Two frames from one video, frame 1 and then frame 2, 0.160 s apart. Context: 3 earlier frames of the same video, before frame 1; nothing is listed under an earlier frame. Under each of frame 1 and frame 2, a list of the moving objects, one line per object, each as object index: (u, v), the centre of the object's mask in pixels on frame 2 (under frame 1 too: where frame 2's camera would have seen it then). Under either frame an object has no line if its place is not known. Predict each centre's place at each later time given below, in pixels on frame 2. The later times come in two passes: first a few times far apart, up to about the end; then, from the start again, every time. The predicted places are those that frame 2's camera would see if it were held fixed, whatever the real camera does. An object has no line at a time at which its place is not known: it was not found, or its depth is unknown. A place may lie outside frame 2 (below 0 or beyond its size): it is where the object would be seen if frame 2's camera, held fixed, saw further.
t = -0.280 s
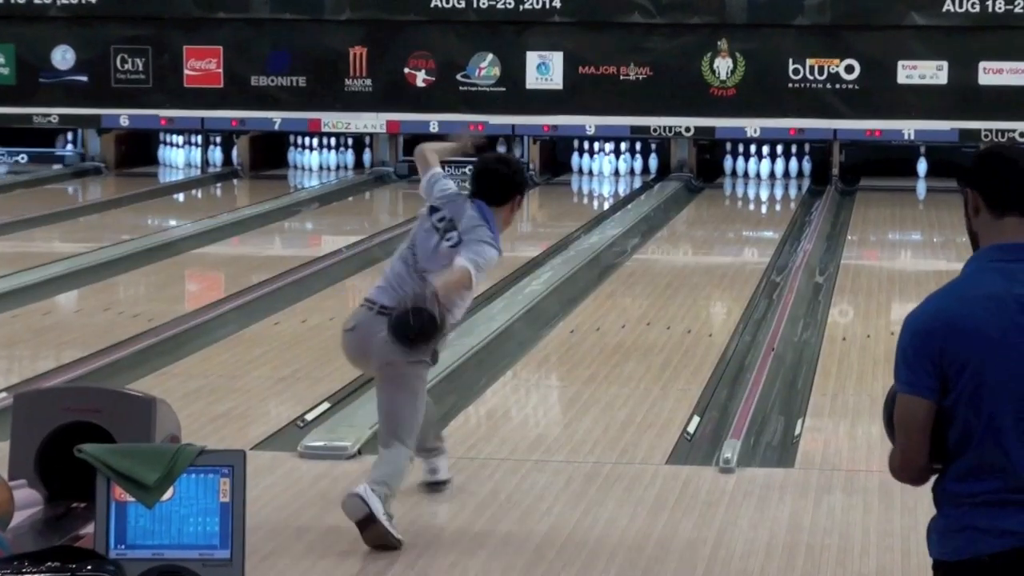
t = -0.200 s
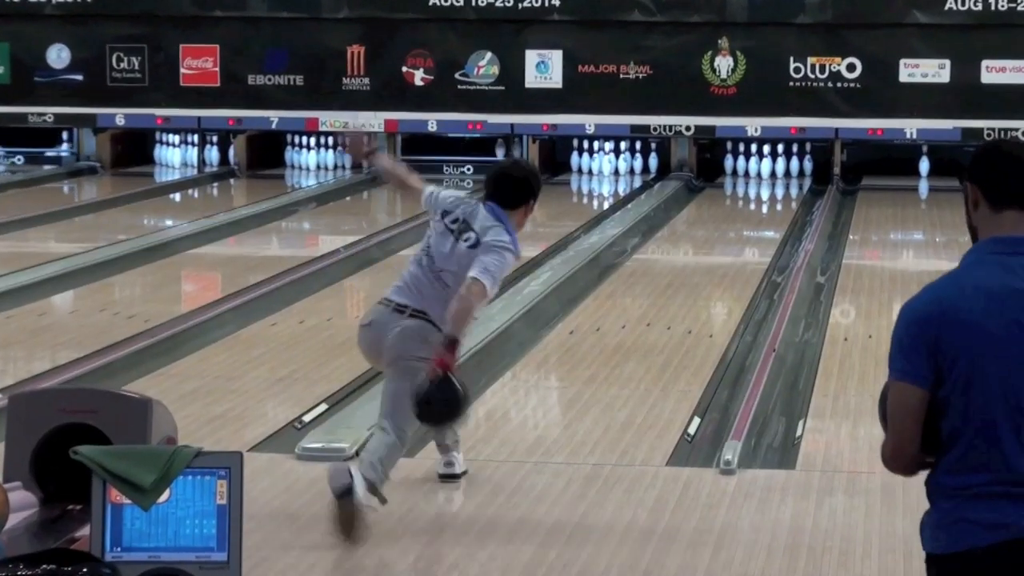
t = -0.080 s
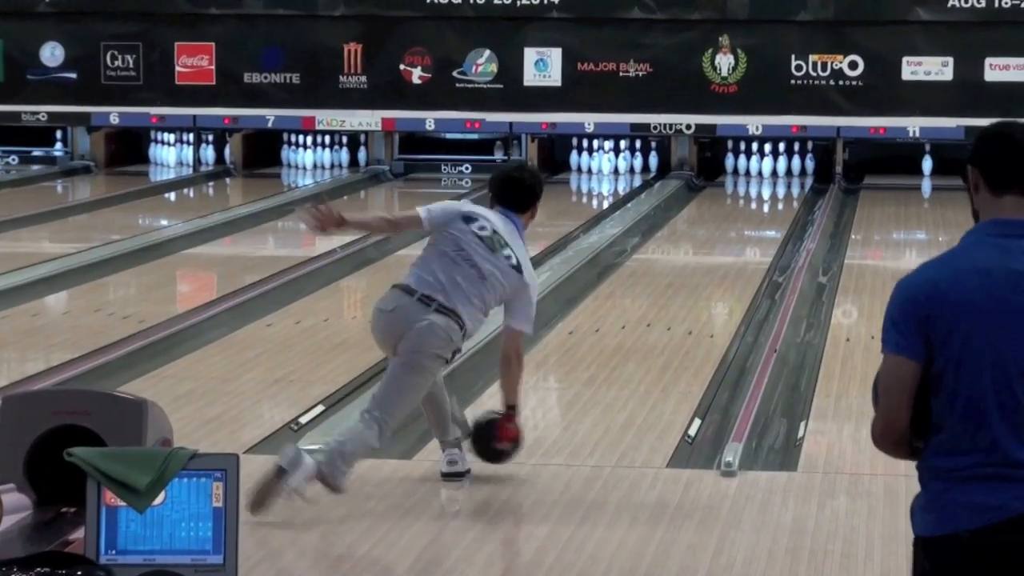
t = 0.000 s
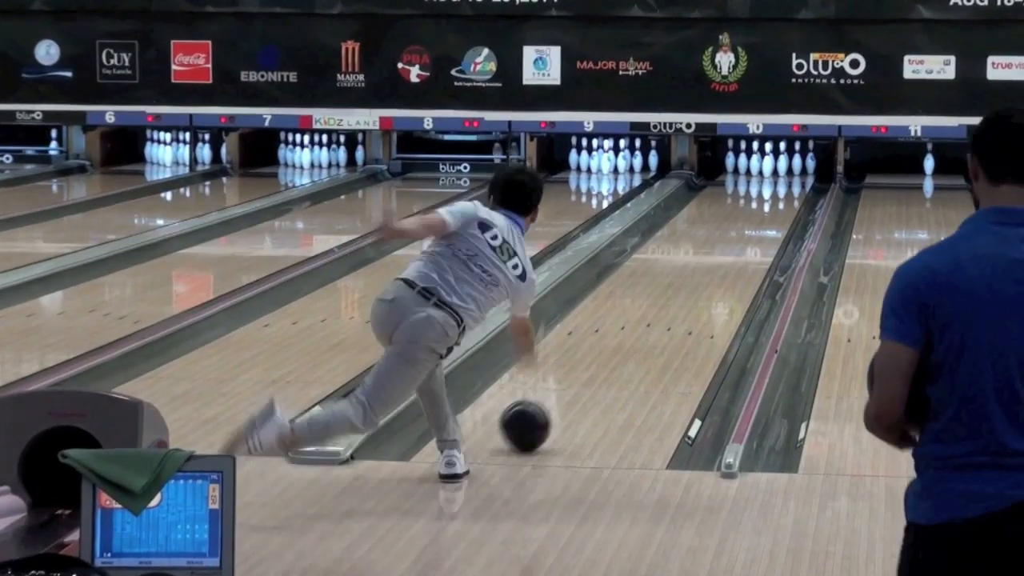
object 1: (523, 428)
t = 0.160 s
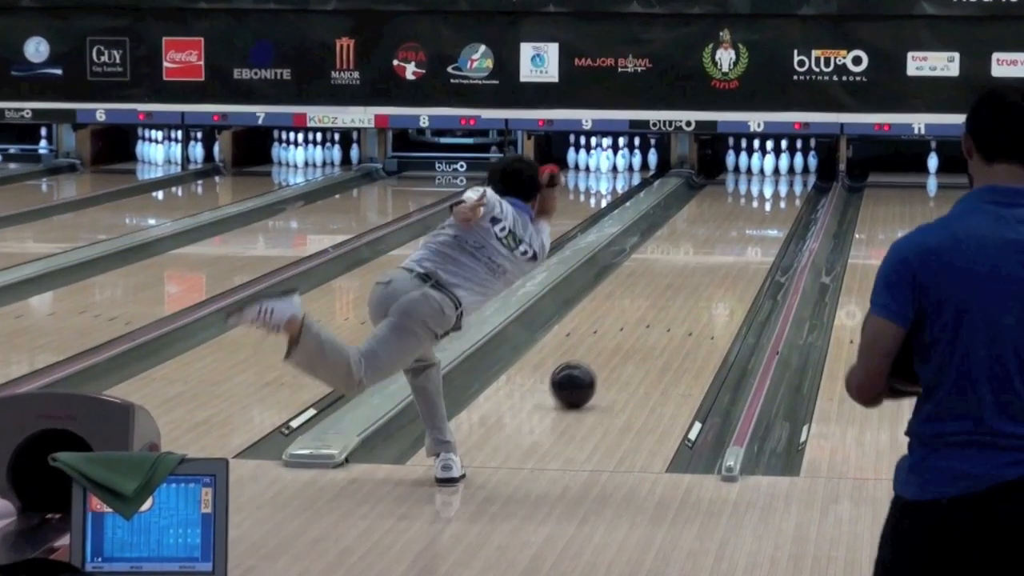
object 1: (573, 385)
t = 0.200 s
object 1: (584, 375)
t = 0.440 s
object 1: (637, 327)
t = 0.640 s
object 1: (672, 295)
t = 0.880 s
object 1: (706, 264)
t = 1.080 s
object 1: (729, 244)
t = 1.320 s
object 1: (749, 226)
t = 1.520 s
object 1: (763, 212)
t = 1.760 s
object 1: (774, 199)
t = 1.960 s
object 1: (778, 188)
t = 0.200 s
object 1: (584, 375)
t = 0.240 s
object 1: (594, 366)
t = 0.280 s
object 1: (603, 357)
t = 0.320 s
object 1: (613, 349)
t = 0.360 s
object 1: (621, 341)
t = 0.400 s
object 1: (630, 334)
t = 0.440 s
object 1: (637, 327)
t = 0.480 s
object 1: (645, 319)
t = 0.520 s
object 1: (652, 313)
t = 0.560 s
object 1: (659, 307)
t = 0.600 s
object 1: (666, 301)
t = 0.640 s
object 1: (672, 295)
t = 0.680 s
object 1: (678, 289)
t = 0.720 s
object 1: (684, 284)
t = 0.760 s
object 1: (690, 279)
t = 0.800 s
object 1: (696, 273)
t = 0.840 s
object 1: (701, 269)
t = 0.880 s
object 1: (706, 264)
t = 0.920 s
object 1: (711, 260)
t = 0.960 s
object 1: (715, 256)
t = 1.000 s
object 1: (720, 252)
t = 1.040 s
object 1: (724, 248)
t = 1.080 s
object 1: (729, 244)
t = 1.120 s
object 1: (733, 241)
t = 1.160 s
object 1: (736, 238)
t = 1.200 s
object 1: (740, 235)
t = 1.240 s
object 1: (743, 232)
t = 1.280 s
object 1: (746, 229)
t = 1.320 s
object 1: (749, 226)
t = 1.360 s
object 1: (753, 223)
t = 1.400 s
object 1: (755, 220)
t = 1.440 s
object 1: (758, 217)
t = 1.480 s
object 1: (760, 214)
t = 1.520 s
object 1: (763, 212)
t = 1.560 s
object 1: (765, 210)
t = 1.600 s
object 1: (767, 208)
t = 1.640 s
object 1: (769, 205)
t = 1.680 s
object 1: (771, 203)
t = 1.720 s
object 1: (772, 200)
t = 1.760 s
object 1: (774, 199)
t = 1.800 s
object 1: (775, 196)
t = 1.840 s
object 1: (775, 195)
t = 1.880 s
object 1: (776, 192)
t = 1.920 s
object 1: (777, 191)
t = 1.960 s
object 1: (778, 188)
